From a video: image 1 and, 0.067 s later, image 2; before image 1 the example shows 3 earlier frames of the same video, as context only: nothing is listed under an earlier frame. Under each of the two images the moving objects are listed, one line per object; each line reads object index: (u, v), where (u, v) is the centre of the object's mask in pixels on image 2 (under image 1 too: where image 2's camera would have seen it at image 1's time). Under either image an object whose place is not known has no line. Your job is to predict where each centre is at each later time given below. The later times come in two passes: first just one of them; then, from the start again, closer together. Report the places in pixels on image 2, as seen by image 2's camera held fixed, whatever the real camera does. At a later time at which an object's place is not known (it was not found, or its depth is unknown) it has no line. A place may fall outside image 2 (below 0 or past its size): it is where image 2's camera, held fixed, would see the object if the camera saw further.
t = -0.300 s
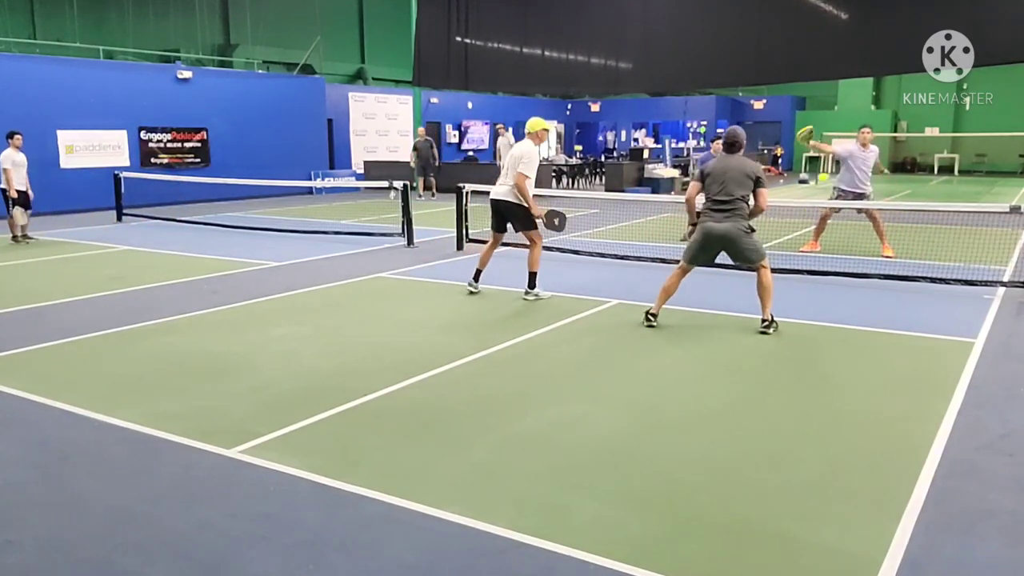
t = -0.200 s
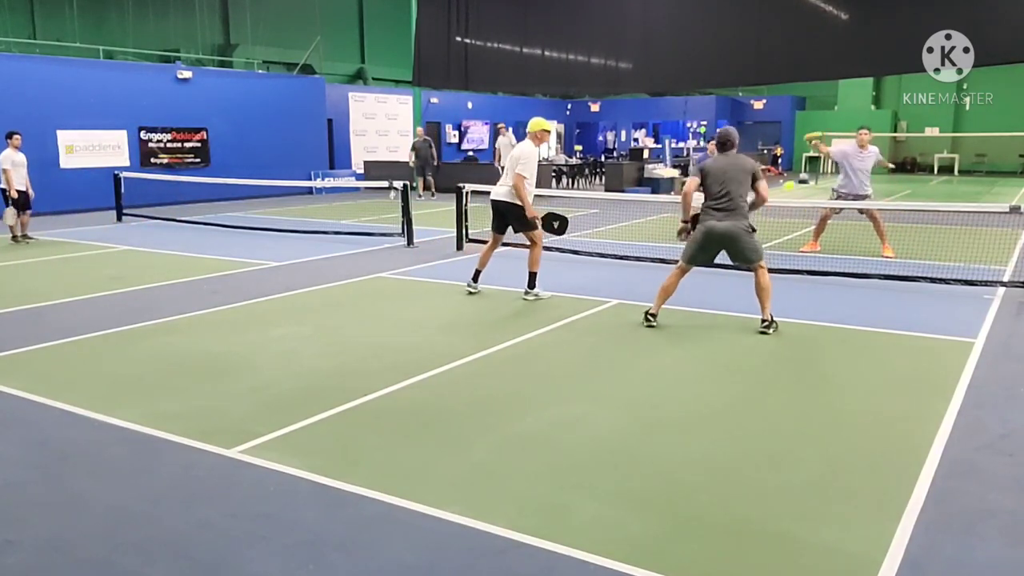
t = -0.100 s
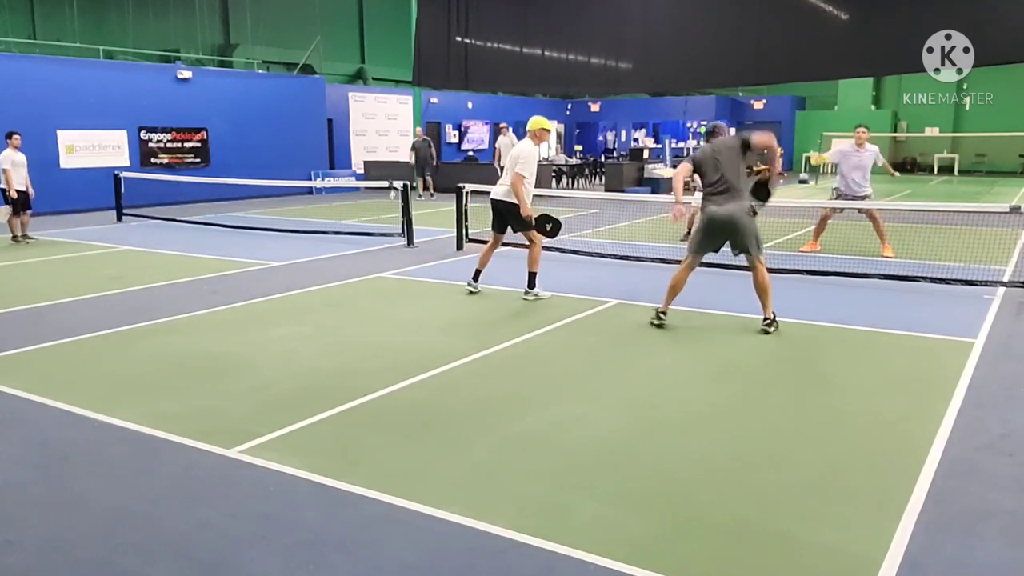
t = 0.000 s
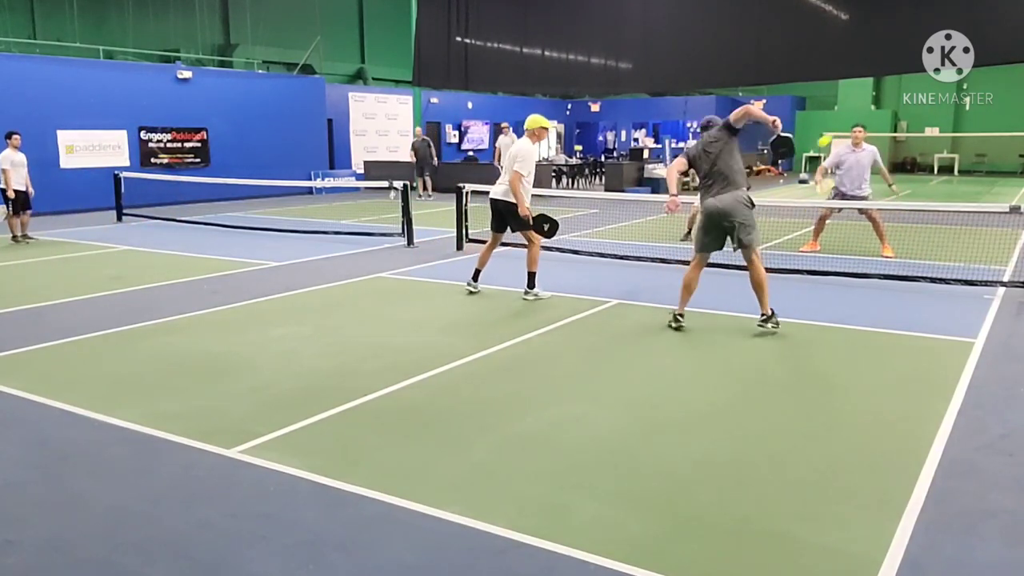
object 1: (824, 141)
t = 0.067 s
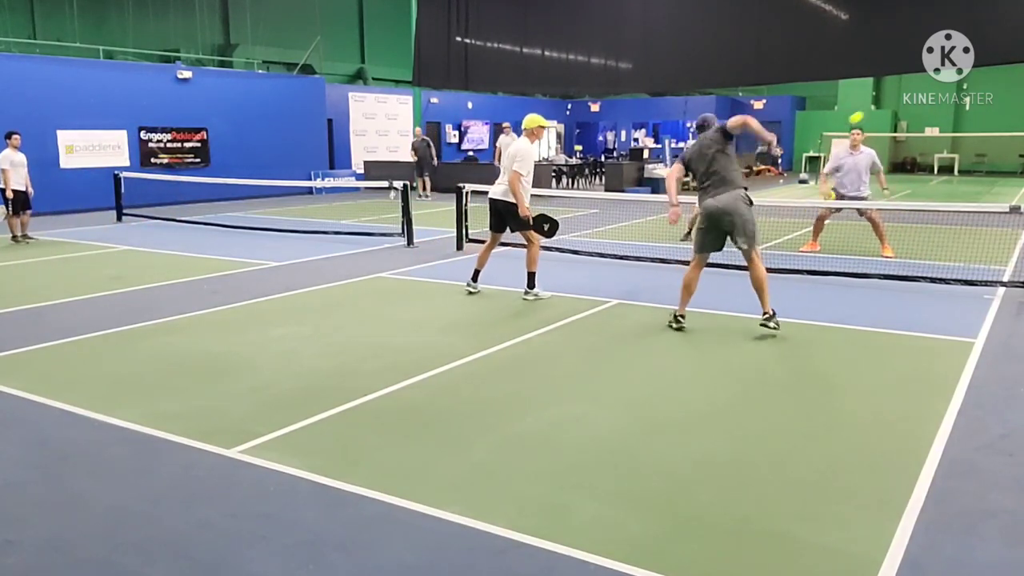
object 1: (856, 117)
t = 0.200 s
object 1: (904, 93)
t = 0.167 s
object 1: (897, 95)
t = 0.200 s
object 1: (904, 93)
